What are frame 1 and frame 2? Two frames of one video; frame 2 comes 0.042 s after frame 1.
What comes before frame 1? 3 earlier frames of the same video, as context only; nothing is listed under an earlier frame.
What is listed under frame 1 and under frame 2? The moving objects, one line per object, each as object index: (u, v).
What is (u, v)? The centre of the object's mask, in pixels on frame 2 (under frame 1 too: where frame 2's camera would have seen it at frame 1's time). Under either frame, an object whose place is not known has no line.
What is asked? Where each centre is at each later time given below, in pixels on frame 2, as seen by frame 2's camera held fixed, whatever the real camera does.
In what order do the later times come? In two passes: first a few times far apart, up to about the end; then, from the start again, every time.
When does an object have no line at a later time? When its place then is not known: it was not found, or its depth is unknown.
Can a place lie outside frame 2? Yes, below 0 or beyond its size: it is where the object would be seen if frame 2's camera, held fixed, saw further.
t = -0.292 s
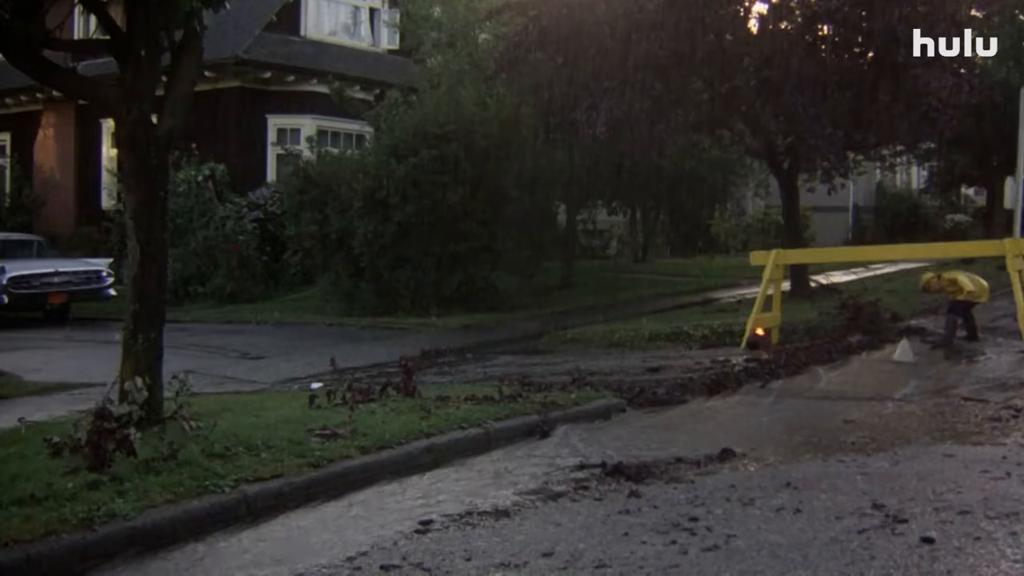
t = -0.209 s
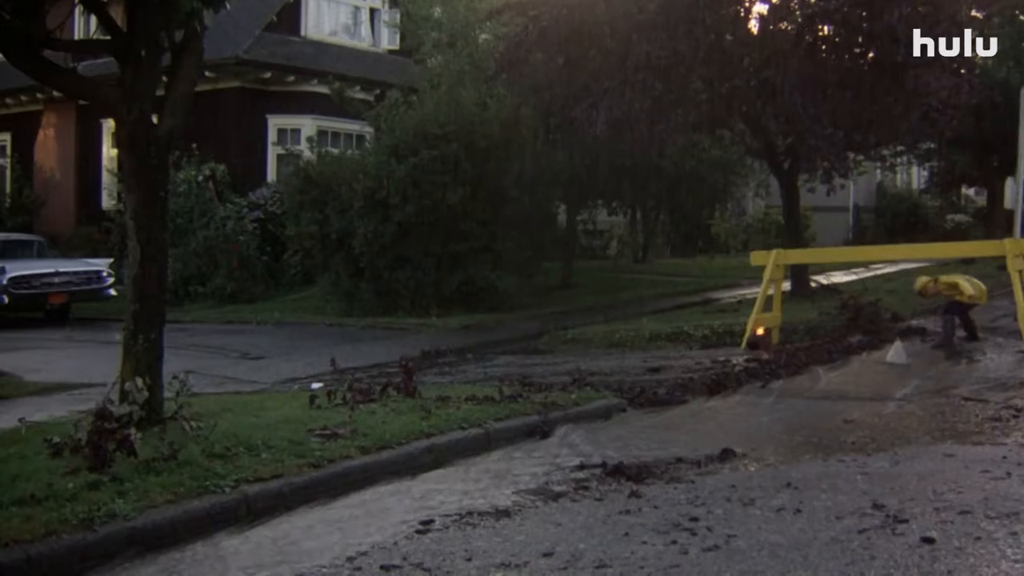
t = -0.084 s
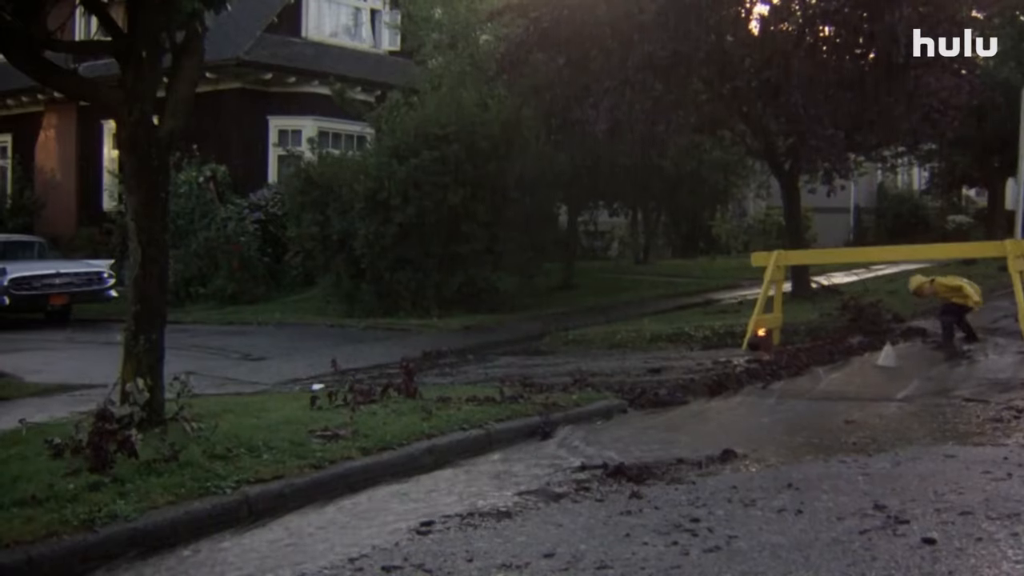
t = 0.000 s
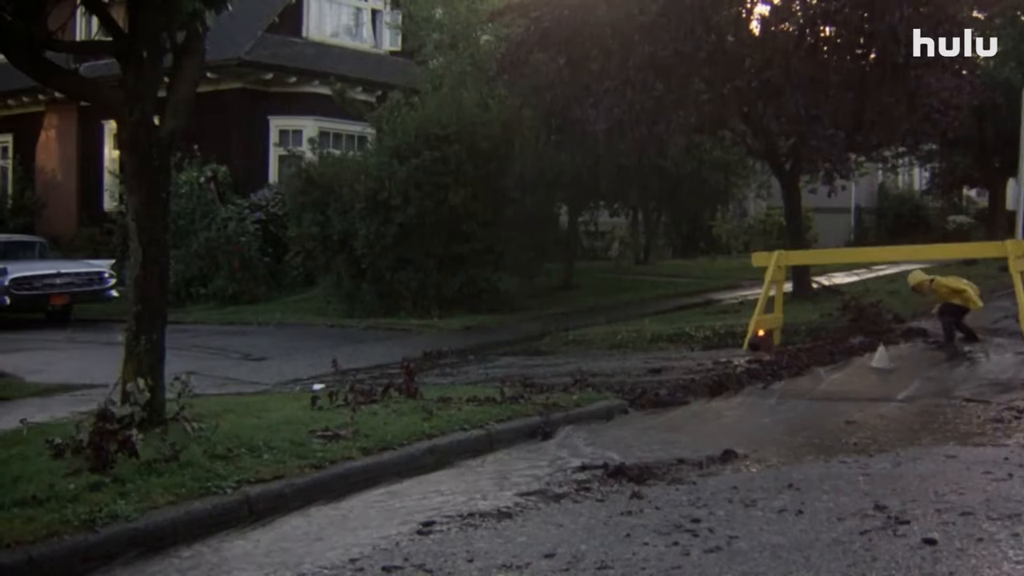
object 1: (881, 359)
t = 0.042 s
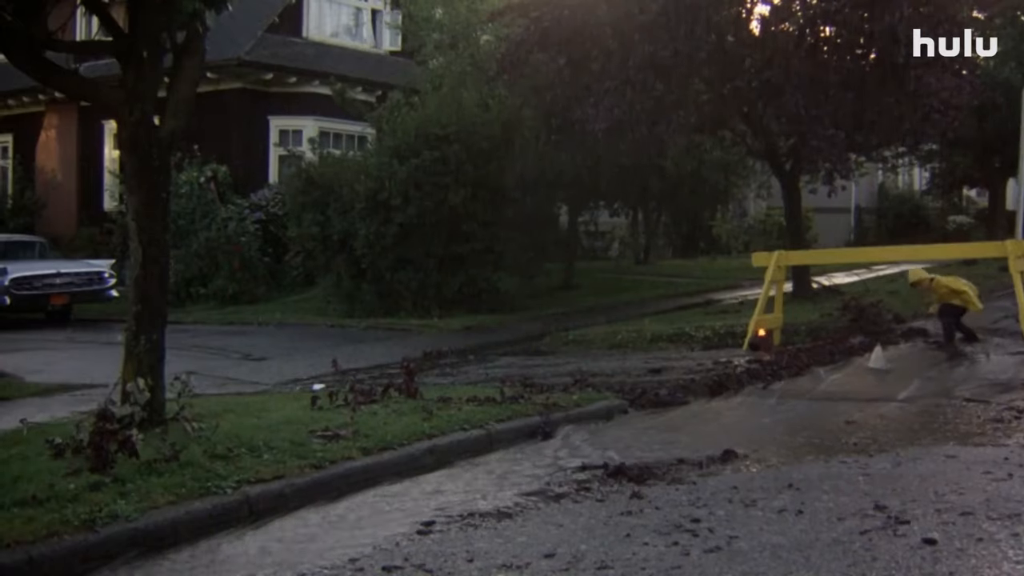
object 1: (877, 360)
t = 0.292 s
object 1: (855, 364)
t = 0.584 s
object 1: (832, 367)
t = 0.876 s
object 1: (812, 372)
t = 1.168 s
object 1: (788, 376)
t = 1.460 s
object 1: (778, 379)
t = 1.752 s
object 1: (766, 382)
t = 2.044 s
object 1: (756, 387)
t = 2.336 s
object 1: (746, 391)
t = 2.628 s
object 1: (733, 394)
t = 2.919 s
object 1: (718, 398)
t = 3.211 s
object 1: (698, 402)
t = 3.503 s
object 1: (664, 410)
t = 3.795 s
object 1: (620, 417)
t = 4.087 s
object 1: (582, 421)
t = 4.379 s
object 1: (549, 430)
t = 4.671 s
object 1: (507, 440)
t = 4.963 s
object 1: (460, 455)
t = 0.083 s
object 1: (873, 360)
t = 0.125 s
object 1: (870, 361)
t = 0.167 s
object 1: (866, 362)
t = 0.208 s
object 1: (862, 363)
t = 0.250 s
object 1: (859, 363)
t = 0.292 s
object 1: (855, 364)
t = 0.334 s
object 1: (851, 365)
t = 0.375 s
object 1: (847, 366)
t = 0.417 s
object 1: (844, 366)
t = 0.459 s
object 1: (841, 367)
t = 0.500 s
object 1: (837, 367)
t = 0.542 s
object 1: (834, 368)
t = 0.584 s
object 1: (832, 367)
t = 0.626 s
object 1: (829, 368)
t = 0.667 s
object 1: (826, 369)
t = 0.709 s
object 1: (823, 369)
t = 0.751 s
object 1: (821, 370)
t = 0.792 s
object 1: (820, 371)
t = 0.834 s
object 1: (815, 371)
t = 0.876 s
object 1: (812, 372)
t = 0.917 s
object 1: (810, 372)
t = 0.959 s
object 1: (807, 372)
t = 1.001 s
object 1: (803, 374)
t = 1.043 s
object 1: (799, 375)
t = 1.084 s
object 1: (795, 375)
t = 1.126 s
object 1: (793, 376)
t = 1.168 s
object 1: (788, 376)
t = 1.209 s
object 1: (786, 377)
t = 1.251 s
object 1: (783, 377)
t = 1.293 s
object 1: (783, 378)
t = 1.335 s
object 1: (783, 378)
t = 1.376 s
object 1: (782, 379)
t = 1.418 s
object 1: (781, 379)
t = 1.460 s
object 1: (778, 379)
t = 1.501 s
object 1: (777, 380)
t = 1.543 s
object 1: (775, 380)
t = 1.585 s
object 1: (772, 380)
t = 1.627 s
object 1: (770, 381)
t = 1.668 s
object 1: (769, 381)
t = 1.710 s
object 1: (767, 382)
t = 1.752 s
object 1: (766, 382)
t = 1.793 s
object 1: (766, 384)
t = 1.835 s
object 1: (765, 384)
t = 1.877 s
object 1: (763, 385)
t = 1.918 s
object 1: (761, 385)
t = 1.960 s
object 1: (759, 386)
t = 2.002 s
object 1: (757, 387)
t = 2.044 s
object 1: (756, 387)
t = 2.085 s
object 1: (754, 387)
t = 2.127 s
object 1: (754, 387)
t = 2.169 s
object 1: (753, 388)
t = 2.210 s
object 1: (750, 389)
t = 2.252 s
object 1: (748, 390)
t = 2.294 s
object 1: (747, 390)
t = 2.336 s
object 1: (746, 391)
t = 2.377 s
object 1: (744, 391)
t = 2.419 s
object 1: (742, 391)
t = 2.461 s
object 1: (741, 392)
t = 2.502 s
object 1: (738, 393)
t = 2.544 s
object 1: (736, 392)
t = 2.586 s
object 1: (734, 394)
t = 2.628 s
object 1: (733, 394)
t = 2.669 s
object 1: (731, 394)
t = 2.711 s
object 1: (729, 394)
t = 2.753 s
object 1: (726, 395)
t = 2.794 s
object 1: (724, 396)
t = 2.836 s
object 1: (723, 397)
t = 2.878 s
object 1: (720, 397)
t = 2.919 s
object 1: (718, 398)
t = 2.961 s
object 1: (716, 398)
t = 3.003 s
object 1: (714, 399)
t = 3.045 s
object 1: (712, 399)
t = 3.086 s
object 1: (709, 400)
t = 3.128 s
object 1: (706, 401)
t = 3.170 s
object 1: (703, 402)
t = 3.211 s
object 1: (698, 402)
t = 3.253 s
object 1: (695, 403)
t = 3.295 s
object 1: (689, 404)
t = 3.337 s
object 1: (685, 405)
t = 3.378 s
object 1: (679, 406)
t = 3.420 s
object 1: (675, 407)
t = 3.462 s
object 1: (669, 408)
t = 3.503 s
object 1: (664, 410)
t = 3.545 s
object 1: (658, 410)
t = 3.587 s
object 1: (653, 412)
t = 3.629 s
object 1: (646, 413)
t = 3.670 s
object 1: (640, 414)
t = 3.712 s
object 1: (633, 415)
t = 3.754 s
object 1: (626, 416)
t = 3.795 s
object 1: (620, 417)
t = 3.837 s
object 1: (614, 418)
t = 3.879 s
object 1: (608, 418)
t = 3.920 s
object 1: (602, 419)
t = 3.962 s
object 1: (597, 420)
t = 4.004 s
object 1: (592, 420)
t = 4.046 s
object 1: (587, 420)
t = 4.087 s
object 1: (582, 421)
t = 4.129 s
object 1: (578, 421)
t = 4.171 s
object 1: (573, 422)
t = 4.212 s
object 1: (569, 423)
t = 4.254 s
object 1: (565, 424)
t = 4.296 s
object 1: (560, 426)
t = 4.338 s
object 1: (554, 428)
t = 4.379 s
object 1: (549, 430)
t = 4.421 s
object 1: (543, 431)
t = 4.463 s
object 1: (537, 433)
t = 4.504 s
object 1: (532, 435)
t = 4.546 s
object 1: (526, 436)
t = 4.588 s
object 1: (520, 438)
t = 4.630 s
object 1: (514, 439)
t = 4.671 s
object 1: (507, 440)
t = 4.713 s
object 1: (501, 443)
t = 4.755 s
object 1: (494, 444)
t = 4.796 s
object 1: (488, 447)
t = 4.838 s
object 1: (481, 449)
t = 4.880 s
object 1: (474, 451)
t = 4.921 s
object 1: (467, 454)
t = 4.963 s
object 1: (460, 455)
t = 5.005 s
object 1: (453, 457)
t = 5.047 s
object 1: (446, 458)
